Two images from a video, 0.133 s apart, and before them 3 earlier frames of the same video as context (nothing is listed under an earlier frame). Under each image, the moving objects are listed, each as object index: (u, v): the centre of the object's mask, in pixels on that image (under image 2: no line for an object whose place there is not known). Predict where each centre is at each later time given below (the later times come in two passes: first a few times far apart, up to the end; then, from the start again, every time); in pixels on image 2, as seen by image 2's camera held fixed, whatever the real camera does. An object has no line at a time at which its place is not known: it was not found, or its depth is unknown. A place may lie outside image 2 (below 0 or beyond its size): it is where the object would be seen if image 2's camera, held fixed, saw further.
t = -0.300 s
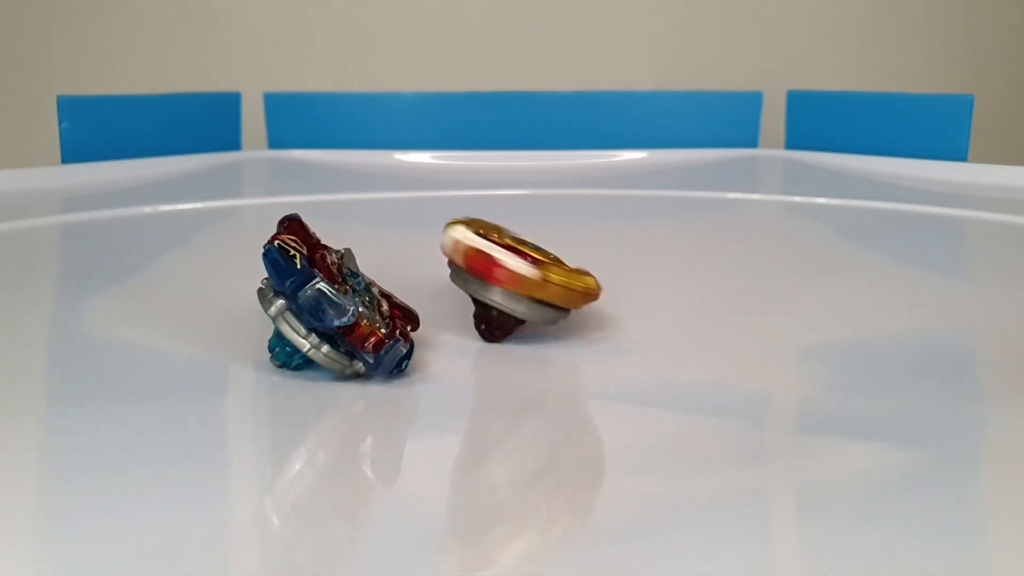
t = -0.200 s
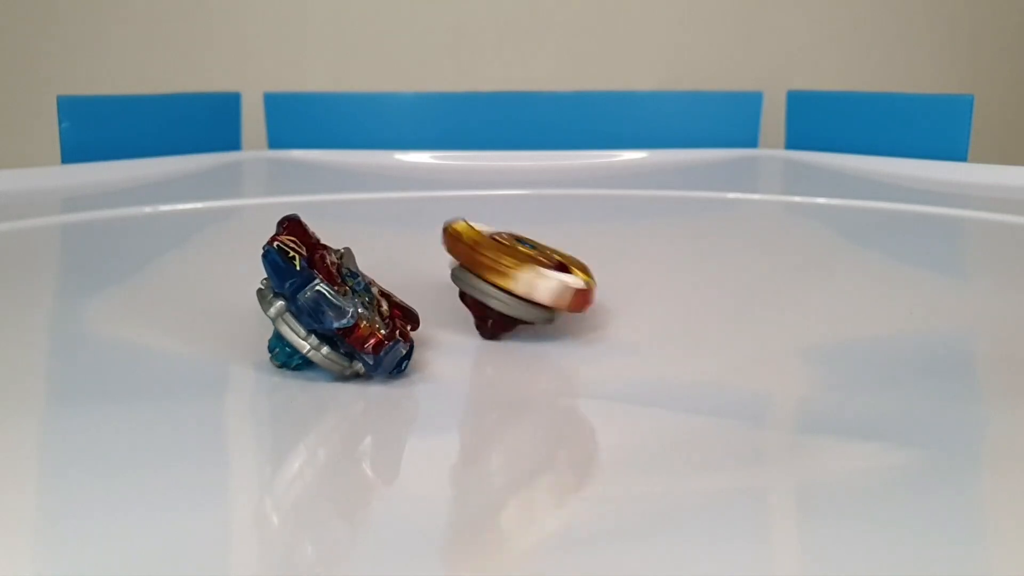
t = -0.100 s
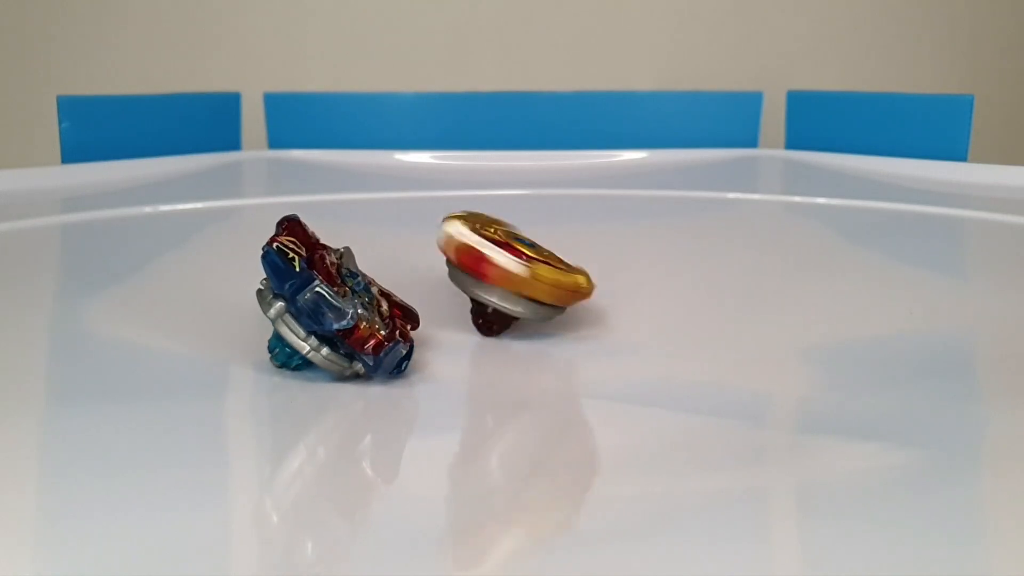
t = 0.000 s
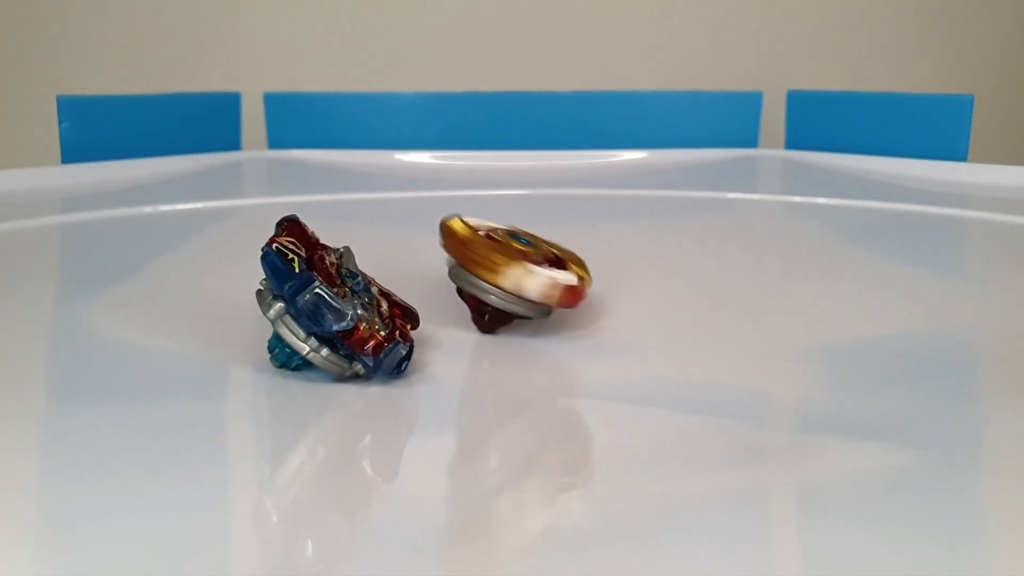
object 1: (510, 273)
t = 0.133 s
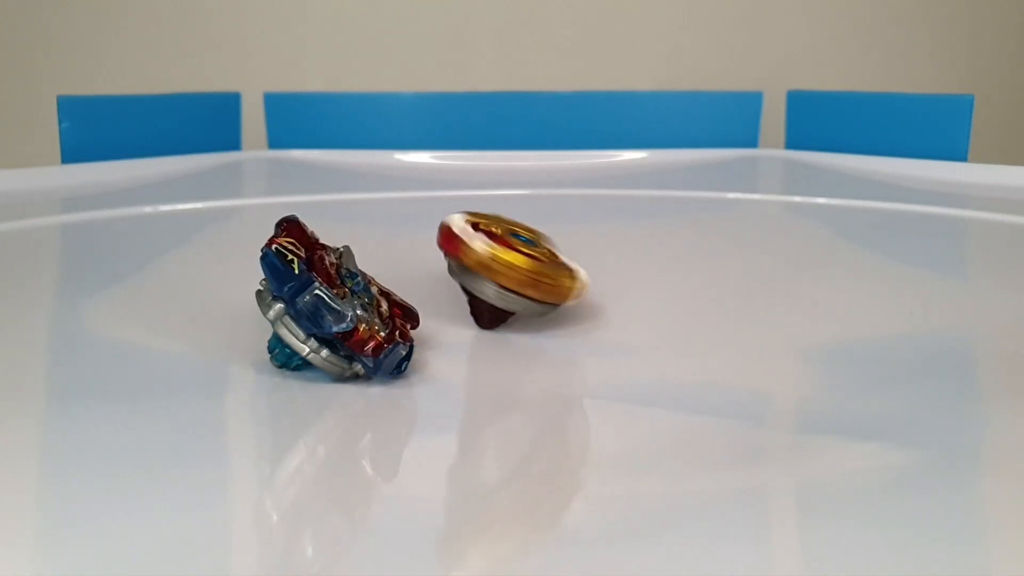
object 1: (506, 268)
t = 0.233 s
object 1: (507, 267)
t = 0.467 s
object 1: (506, 260)
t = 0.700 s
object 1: (505, 253)
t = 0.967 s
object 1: (514, 249)
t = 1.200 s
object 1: (517, 243)
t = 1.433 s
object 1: (521, 239)
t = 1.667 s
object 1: (526, 235)
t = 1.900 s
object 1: (532, 231)
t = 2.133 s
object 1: (545, 228)
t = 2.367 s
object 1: (554, 225)
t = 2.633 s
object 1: (563, 225)
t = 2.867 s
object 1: (572, 224)
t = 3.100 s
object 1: (581, 223)
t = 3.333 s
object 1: (596, 224)
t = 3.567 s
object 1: (607, 225)
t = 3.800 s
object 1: (617, 228)
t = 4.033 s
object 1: (625, 231)
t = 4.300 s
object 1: (632, 235)
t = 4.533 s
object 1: (643, 238)
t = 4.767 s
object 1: (650, 242)
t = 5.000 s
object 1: (657, 248)
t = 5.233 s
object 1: (660, 253)
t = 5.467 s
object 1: (661, 260)
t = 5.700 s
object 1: (664, 264)
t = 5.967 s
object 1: (667, 269)
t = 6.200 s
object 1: (666, 276)
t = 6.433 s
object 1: (661, 281)
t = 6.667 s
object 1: (653, 286)
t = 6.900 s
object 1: (646, 290)
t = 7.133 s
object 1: (635, 296)
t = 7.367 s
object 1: (623, 298)
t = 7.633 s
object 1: (606, 302)
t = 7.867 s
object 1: (590, 302)
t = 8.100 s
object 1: (575, 303)
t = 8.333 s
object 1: (553, 304)
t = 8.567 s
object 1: (534, 303)
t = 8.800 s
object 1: (514, 306)
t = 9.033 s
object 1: (497, 305)
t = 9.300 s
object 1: (481, 302)
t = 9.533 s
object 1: (462, 301)
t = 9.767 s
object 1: (459, 300)
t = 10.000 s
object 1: (454, 298)
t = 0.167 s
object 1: (509, 268)
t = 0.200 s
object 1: (509, 268)
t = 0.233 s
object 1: (507, 267)
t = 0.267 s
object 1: (506, 265)
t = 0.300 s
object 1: (504, 263)
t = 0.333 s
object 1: (504, 262)
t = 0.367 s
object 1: (508, 262)
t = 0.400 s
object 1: (508, 262)
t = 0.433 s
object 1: (507, 262)
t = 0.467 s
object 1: (506, 260)
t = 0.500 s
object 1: (505, 258)
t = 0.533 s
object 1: (507, 258)
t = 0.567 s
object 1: (510, 258)
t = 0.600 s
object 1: (510, 258)
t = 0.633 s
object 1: (508, 257)
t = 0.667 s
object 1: (506, 255)
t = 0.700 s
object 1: (505, 253)
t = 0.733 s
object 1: (507, 252)
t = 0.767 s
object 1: (510, 252)
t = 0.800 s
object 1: (511, 252)
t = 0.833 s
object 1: (510, 251)
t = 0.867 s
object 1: (509, 250)
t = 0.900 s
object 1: (509, 249)
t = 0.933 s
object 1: (511, 249)
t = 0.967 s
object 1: (514, 249)
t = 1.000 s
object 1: (514, 248)
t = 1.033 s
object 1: (512, 247)
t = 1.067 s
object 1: (511, 246)
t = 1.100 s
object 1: (511, 244)
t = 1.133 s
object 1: (513, 243)
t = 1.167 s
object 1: (517, 243)
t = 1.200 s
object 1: (517, 243)
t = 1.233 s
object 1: (516, 243)
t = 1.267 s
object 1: (515, 242)
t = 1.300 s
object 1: (516, 241)
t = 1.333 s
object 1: (519, 240)
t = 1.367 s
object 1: (522, 240)
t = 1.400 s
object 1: (522, 241)
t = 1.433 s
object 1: (521, 239)
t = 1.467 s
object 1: (520, 238)
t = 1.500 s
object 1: (520, 236)
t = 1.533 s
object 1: (523, 236)
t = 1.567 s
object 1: (526, 236)
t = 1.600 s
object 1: (527, 236)
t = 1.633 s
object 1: (526, 236)
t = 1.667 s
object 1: (526, 235)
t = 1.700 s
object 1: (527, 234)
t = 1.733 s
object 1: (531, 233)
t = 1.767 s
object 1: (533, 234)
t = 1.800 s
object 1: (534, 234)
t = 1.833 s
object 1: (532, 233)
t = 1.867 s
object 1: (531, 232)
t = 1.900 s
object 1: (532, 231)
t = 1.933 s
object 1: (536, 230)
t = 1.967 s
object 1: (539, 230)
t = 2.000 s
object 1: (540, 230)
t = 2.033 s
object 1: (539, 230)
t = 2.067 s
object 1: (539, 229)
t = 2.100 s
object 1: (541, 228)
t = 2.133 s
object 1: (545, 228)
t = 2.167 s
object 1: (547, 228)
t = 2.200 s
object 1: (548, 229)
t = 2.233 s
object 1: (547, 228)
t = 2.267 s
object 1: (546, 228)
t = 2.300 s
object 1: (547, 226)
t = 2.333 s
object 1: (551, 225)
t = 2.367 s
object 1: (554, 225)
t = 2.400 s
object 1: (555, 226)
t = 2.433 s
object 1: (555, 226)
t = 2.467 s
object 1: (555, 226)
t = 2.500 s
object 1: (556, 225)
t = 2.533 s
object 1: (561, 225)
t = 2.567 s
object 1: (564, 225)
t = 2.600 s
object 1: (564, 226)
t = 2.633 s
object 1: (563, 225)
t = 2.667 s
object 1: (563, 225)
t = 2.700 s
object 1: (563, 224)
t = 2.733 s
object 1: (568, 223)
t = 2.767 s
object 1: (571, 223)
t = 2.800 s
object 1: (572, 224)
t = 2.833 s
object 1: (572, 224)
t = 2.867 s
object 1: (572, 224)
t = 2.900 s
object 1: (573, 223)
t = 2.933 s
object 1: (578, 223)
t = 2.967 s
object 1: (581, 223)
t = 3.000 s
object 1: (581, 224)
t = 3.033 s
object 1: (581, 225)
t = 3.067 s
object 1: (580, 225)
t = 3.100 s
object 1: (581, 223)
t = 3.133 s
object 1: (585, 222)
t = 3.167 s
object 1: (589, 223)
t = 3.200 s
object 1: (590, 224)
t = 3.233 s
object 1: (590, 224)
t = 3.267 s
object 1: (590, 224)
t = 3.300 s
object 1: (591, 224)
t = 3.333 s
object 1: (596, 224)
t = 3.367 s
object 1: (599, 224)
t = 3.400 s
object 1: (600, 225)
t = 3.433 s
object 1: (599, 226)
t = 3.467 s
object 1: (598, 226)
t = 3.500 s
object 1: (599, 225)
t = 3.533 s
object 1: (603, 224)
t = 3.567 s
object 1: (607, 225)
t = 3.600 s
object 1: (608, 226)
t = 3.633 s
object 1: (608, 227)
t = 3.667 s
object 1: (608, 227)
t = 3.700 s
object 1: (609, 227)
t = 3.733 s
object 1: (613, 227)
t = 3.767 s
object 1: (617, 227)
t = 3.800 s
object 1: (617, 228)
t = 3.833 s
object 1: (616, 229)
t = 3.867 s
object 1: (616, 230)
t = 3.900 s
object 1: (616, 230)
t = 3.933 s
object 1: (620, 228)
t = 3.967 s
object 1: (624, 229)
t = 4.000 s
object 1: (625, 230)
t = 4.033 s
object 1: (625, 231)
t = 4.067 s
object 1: (625, 231)
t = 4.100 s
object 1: (626, 232)
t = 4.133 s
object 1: (630, 231)
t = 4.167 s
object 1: (633, 232)
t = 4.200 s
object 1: (634, 233)
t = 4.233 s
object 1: (632, 235)
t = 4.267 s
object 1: (631, 235)
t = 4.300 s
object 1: (632, 235)
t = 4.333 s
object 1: (635, 234)
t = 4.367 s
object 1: (639, 234)
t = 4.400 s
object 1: (640, 236)
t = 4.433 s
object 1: (640, 237)
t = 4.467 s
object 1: (639, 238)
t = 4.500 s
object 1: (640, 238)
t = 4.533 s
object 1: (643, 238)
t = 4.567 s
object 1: (646, 239)
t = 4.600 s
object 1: (647, 240)
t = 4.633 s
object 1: (645, 242)
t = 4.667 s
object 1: (644, 243)
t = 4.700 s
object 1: (644, 243)
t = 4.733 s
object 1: (647, 242)
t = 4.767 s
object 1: (650, 242)
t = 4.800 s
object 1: (651, 244)
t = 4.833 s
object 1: (651, 245)
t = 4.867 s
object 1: (650, 246)
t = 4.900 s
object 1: (651, 246)
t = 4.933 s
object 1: (654, 246)
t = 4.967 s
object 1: (657, 247)
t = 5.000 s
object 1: (657, 248)
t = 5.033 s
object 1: (656, 250)
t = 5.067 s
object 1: (654, 251)
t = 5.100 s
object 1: (654, 251)
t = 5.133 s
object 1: (657, 251)
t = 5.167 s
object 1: (660, 251)
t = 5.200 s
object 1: (660, 252)
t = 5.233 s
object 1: (660, 253)
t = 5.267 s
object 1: (659, 254)
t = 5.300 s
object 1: (659, 255)
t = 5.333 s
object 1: (662, 255)
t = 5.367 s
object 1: (665, 255)
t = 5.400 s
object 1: (665, 257)
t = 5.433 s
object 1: (663, 259)
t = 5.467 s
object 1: (661, 260)
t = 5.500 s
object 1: (660, 261)
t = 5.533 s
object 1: (663, 260)
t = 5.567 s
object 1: (665, 260)
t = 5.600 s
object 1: (665, 261)
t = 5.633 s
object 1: (665, 263)
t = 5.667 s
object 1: (664, 263)
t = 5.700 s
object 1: (664, 264)
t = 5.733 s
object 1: (666, 264)
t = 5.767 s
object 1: (669, 264)
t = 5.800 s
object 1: (668, 267)
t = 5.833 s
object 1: (666, 268)
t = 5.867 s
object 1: (663, 269)
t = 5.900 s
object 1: (662, 270)
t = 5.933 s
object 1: (664, 270)
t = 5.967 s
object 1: (667, 269)
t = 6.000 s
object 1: (667, 271)
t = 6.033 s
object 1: (666, 272)
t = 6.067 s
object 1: (664, 273)
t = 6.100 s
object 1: (663, 274)
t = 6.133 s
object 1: (665, 274)
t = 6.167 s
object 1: (668, 274)
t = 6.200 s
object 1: (666, 276)
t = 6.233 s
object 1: (665, 277)
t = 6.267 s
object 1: (662, 278)
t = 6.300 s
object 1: (660, 278)
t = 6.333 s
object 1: (661, 279)
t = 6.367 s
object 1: (663, 279)
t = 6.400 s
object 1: (662, 280)
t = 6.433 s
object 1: (661, 281)
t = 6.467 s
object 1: (659, 281)
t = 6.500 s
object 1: (658, 282)
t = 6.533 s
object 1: (659, 283)
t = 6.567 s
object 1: (660, 283)
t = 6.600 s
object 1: (657, 285)
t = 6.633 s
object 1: (656, 286)
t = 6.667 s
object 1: (653, 286)
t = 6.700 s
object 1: (651, 287)
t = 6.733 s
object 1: (651, 288)
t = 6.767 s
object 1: (652, 289)
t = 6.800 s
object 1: (650, 290)
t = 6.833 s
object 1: (649, 290)
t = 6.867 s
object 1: (647, 289)
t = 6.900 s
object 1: (646, 290)
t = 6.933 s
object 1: (646, 292)
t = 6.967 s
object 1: (645, 292)
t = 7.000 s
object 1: (642, 293)
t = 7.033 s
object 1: (641, 294)
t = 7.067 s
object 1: (638, 293)
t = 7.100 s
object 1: (636, 294)
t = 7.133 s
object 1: (635, 296)
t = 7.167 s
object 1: (633, 296)
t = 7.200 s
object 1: (631, 297)
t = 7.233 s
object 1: (630, 297)
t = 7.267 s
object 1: (629, 295)
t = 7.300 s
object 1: (628, 296)
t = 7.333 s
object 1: (626, 297)
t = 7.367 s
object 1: (623, 298)
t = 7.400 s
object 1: (620, 299)
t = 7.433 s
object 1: (619, 299)
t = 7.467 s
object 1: (617, 298)
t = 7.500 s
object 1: (615, 299)
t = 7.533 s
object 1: (612, 300)
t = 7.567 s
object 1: (609, 301)
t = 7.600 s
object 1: (606, 302)
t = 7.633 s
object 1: (606, 302)
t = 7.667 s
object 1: (605, 300)
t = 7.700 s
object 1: (604, 300)
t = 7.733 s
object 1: (600, 300)
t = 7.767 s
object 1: (596, 301)
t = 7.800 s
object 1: (593, 303)
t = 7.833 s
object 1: (592, 303)
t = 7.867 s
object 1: (590, 302)
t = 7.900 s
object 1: (588, 302)
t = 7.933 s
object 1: (584, 302)
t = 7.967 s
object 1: (580, 303)
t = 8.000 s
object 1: (577, 305)
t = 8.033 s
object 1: (576, 305)
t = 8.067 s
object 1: (576, 303)
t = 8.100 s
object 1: (575, 303)
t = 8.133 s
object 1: (571, 302)
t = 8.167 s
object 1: (566, 303)
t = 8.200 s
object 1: (562, 305)
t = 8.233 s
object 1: (561, 306)
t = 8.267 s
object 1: (560, 304)
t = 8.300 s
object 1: (558, 304)
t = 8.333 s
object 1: (553, 304)
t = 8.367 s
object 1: (549, 304)
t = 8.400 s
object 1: (546, 306)
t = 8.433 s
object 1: (545, 307)
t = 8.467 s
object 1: (544, 305)
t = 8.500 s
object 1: (543, 304)
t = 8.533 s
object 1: (539, 303)
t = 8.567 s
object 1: (534, 303)
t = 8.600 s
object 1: (530, 305)
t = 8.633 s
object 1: (529, 306)
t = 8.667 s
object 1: (528, 304)
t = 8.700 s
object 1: (526, 304)
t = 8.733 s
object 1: (521, 304)
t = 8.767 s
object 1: (517, 304)
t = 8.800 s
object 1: (514, 306)
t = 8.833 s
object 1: (513, 306)
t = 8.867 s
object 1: (513, 305)
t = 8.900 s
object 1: (511, 304)
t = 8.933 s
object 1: (508, 303)
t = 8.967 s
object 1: (503, 303)
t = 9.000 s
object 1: (499, 304)
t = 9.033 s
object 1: (497, 305)
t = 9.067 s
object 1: (496, 303)
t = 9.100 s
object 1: (495, 303)
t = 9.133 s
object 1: (490, 303)
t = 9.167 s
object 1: (486, 303)
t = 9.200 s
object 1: (483, 304)
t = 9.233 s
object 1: (482, 305)
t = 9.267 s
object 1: (482, 303)
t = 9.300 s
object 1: (481, 302)
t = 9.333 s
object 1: (478, 301)
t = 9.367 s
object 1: (474, 301)
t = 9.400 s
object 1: (470, 301)
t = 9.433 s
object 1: (468, 302)
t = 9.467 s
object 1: (467, 301)
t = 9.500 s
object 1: (466, 300)
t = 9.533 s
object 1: (462, 301)
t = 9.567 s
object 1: (459, 300)
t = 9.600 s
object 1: (458, 301)
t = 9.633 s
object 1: (459, 302)
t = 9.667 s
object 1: (461, 301)
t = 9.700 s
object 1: (462, 300)
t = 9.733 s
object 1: (461, 301)
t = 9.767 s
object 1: (459, 300)
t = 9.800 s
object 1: (457, 300)
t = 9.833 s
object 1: (456, 300)
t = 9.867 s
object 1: (457, 299)
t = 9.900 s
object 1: (456, 297)
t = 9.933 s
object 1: (455, 299)
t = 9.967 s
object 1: (454, 299)
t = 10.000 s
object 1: (454, 298)
